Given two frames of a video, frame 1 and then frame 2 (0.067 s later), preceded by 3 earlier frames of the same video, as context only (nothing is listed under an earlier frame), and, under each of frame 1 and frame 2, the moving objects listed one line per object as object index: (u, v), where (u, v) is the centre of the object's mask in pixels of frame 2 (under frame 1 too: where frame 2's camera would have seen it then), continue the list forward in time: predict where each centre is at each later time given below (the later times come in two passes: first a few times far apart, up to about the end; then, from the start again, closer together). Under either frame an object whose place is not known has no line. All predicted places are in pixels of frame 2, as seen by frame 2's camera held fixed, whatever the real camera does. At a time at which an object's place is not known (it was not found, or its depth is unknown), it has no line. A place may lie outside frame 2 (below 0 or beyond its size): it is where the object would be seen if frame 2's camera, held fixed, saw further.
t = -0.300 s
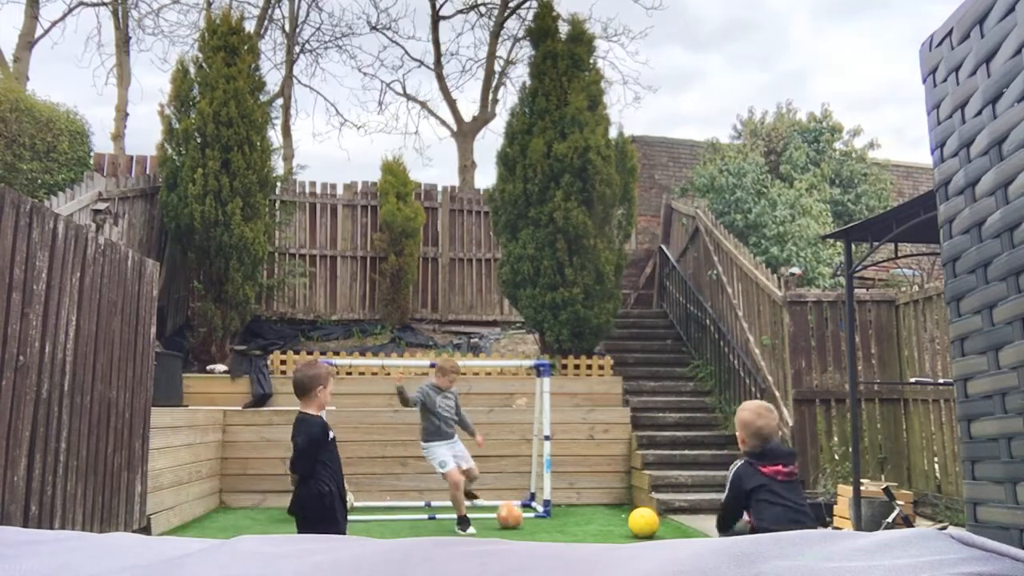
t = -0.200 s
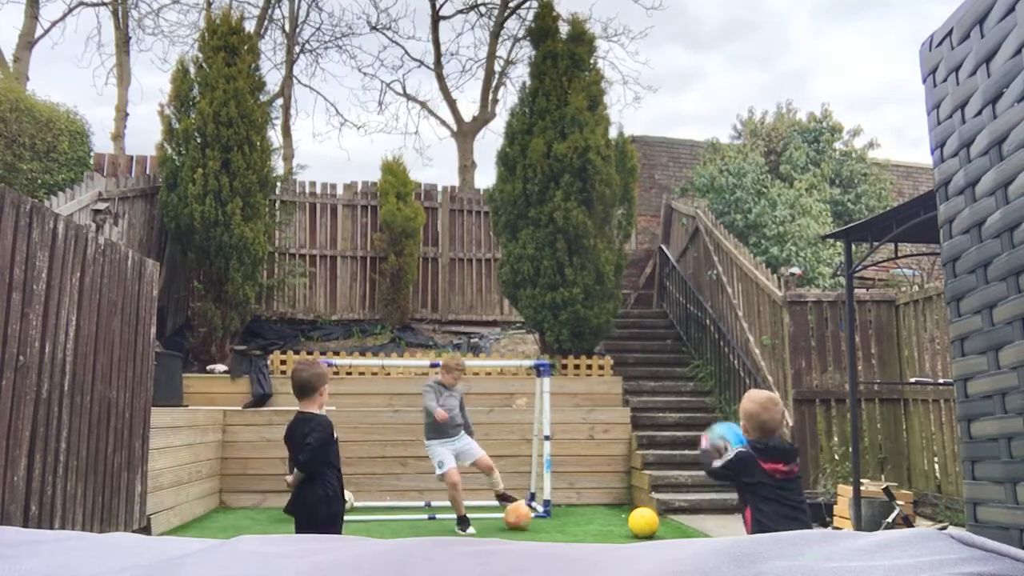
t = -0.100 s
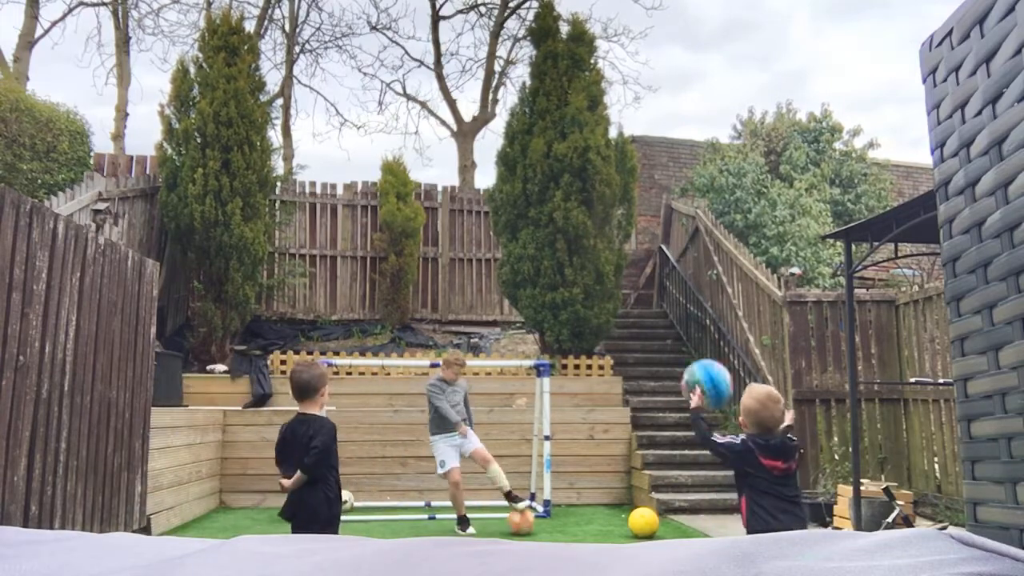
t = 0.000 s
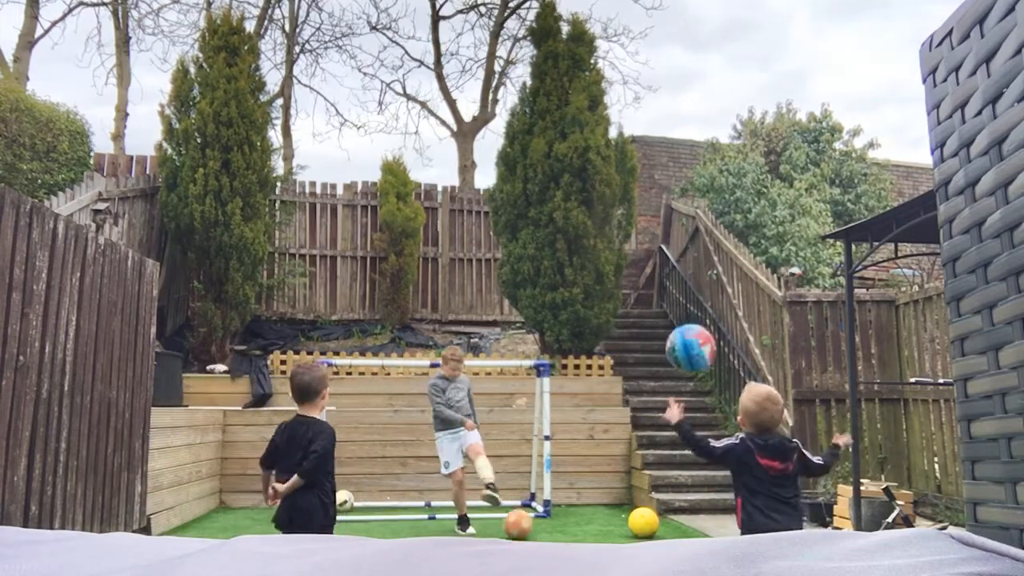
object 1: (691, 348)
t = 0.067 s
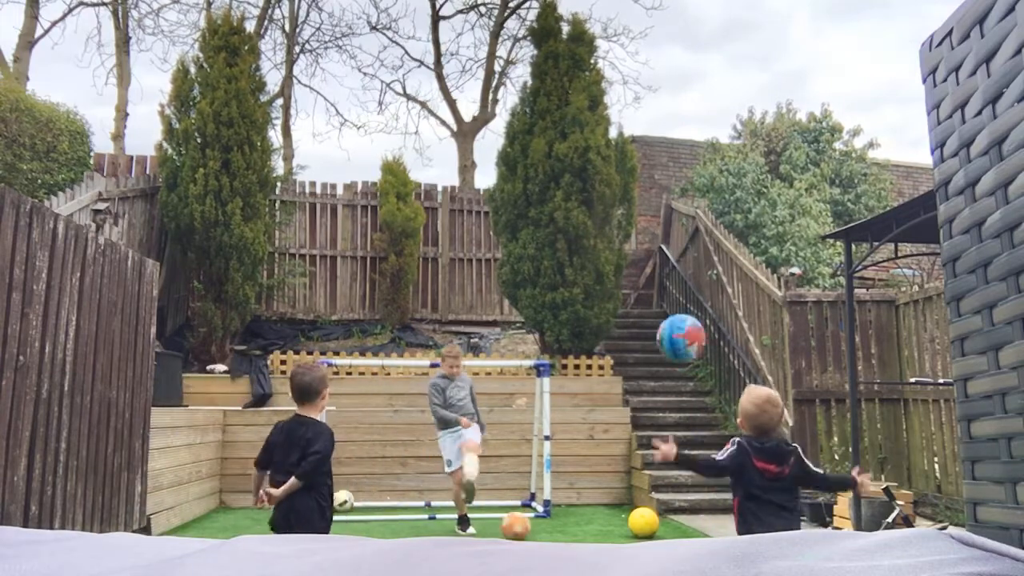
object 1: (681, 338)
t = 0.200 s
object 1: (664, 346)
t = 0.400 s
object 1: (644, 426)
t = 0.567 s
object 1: (630, 536)
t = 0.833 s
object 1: (602, 494)
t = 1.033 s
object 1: (583, 501)
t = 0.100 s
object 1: (677, 337)
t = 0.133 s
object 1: (672, 338)
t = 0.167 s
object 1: (668, 341)
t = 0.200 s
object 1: (664, 346)
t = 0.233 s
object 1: (661, 354)
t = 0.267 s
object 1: (657, 363)
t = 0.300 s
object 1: (652, 376)
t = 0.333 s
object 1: (649, 390)
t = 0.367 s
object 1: (646, 407)
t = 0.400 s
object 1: (644, 426)
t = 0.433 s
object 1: (641, 447)
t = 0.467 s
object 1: (638, 470)
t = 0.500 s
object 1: (636, 494)
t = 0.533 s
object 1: (632, 521)
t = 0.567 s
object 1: (630, 536)
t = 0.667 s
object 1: (619, 537)
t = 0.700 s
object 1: (615, 530)
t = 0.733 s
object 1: (612, 522)
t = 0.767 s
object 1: (609, 511)
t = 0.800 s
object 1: (605, 501)
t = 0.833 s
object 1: (602, 494)
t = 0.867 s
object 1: (598, 489)
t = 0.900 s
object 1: (595, 487)
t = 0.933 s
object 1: (592, 487)
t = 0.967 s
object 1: (589, 489)
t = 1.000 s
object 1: (586, 493)
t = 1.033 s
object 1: (583, 501)
